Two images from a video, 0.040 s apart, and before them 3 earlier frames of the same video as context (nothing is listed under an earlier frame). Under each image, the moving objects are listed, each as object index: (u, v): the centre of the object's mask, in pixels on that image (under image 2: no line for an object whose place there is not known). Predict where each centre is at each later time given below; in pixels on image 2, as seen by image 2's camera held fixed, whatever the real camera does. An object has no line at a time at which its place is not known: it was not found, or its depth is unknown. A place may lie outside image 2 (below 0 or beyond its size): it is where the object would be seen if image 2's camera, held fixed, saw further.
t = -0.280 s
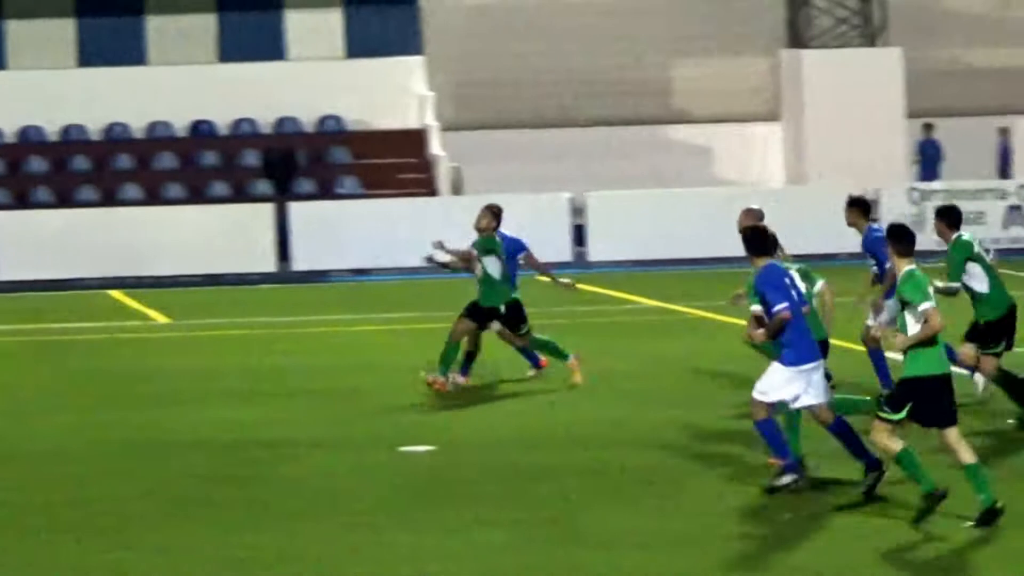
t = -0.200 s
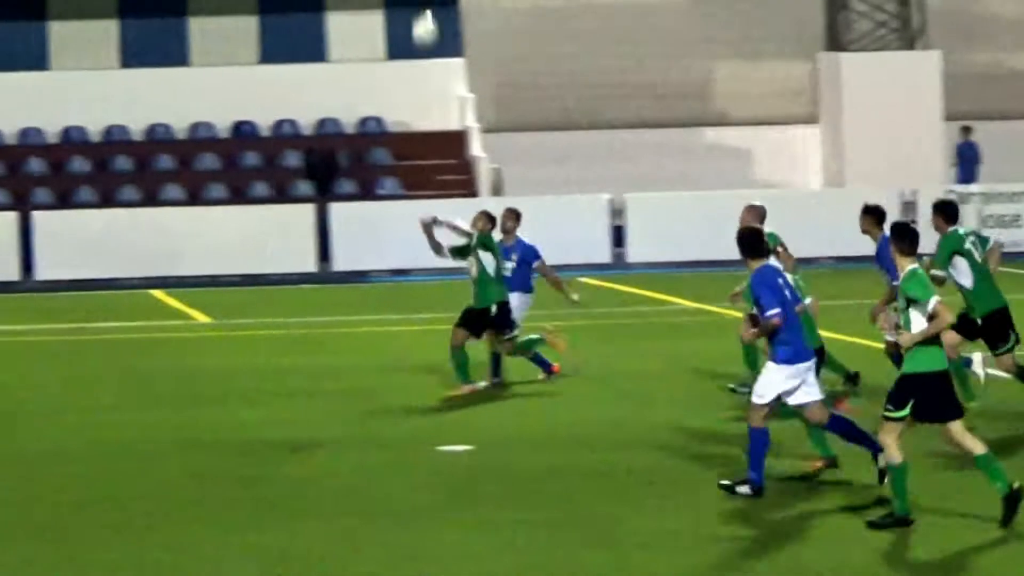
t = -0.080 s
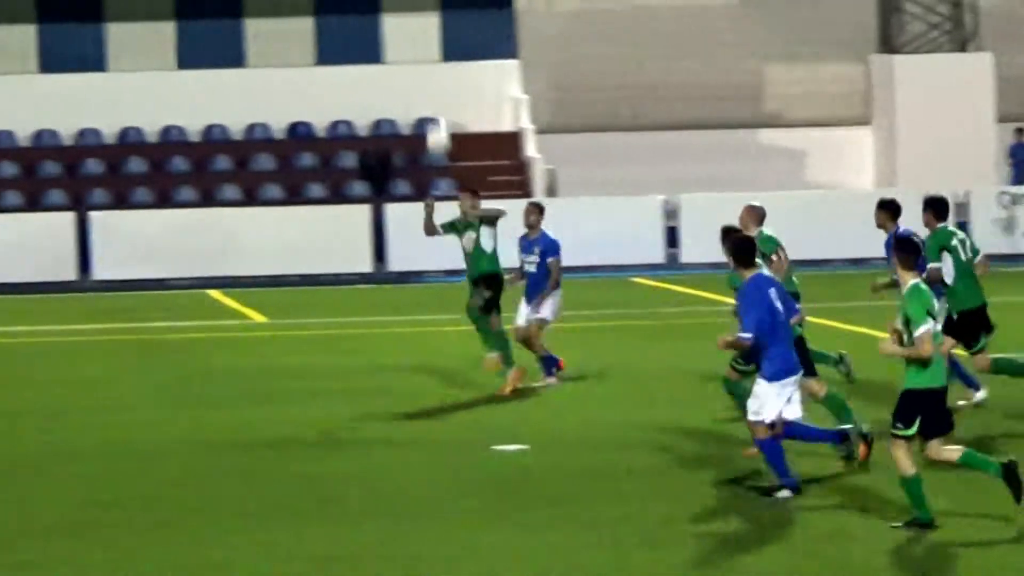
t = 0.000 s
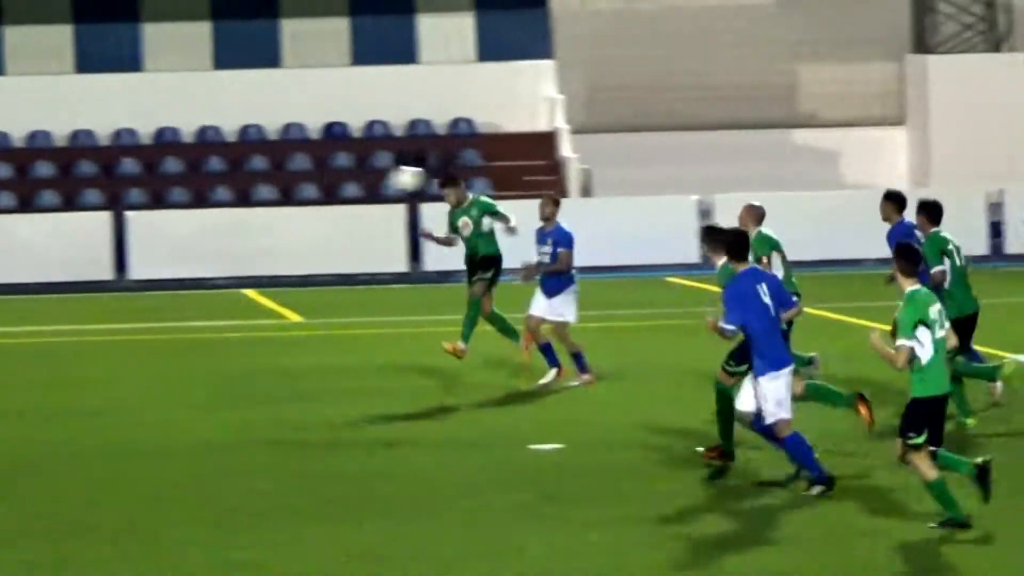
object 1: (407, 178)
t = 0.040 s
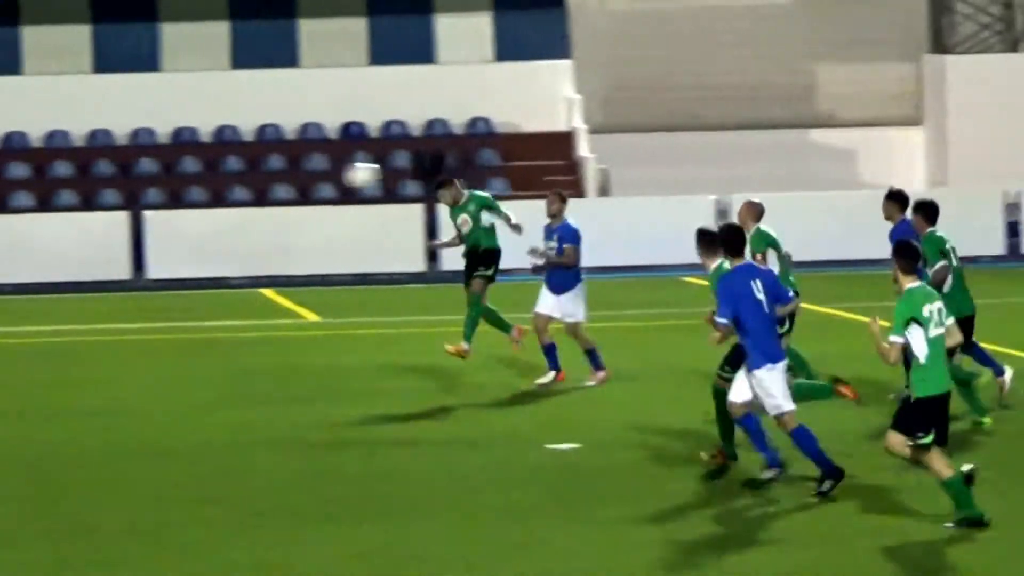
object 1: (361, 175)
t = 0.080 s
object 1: (301, 174)
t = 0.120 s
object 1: (239, 176)
